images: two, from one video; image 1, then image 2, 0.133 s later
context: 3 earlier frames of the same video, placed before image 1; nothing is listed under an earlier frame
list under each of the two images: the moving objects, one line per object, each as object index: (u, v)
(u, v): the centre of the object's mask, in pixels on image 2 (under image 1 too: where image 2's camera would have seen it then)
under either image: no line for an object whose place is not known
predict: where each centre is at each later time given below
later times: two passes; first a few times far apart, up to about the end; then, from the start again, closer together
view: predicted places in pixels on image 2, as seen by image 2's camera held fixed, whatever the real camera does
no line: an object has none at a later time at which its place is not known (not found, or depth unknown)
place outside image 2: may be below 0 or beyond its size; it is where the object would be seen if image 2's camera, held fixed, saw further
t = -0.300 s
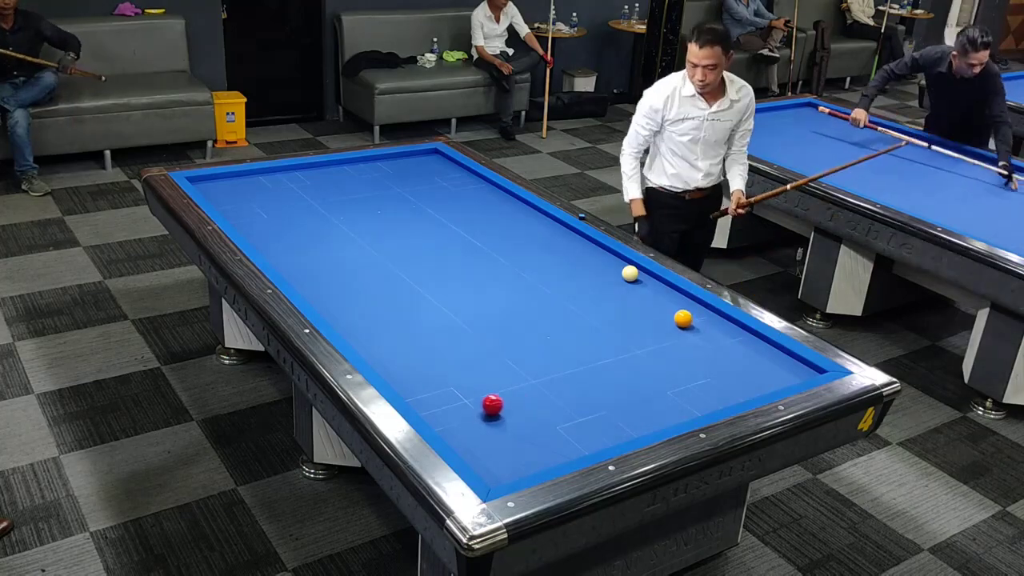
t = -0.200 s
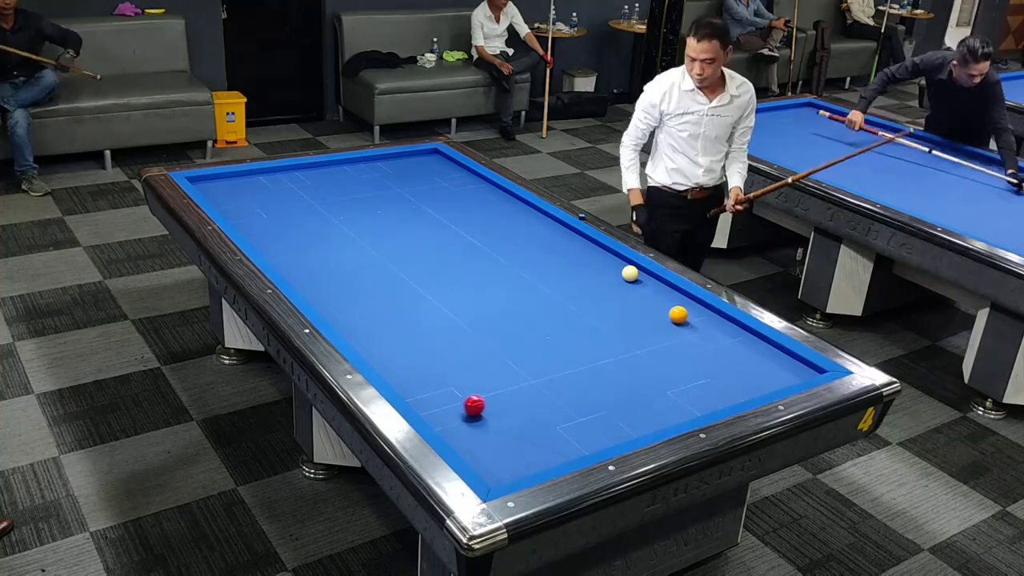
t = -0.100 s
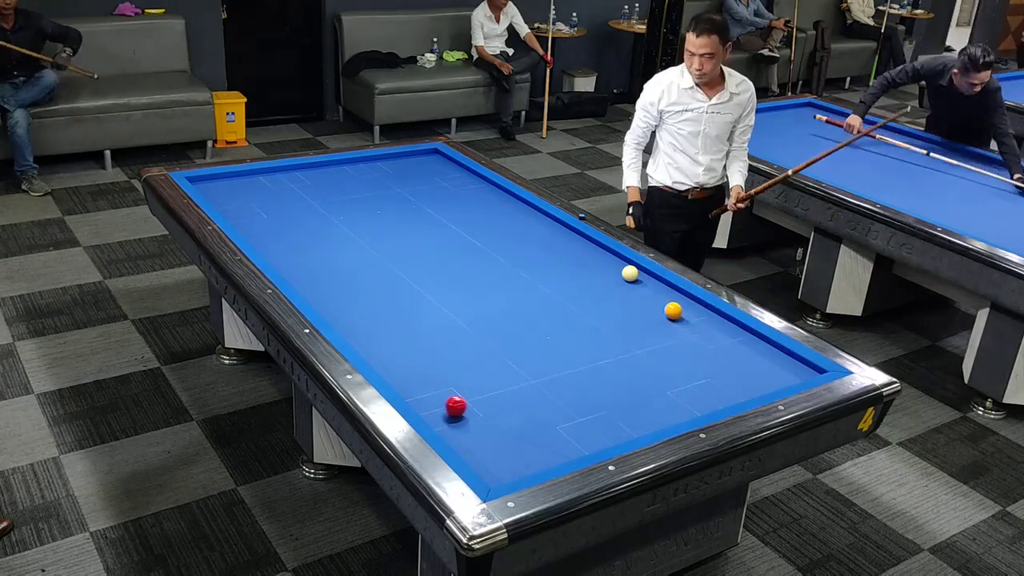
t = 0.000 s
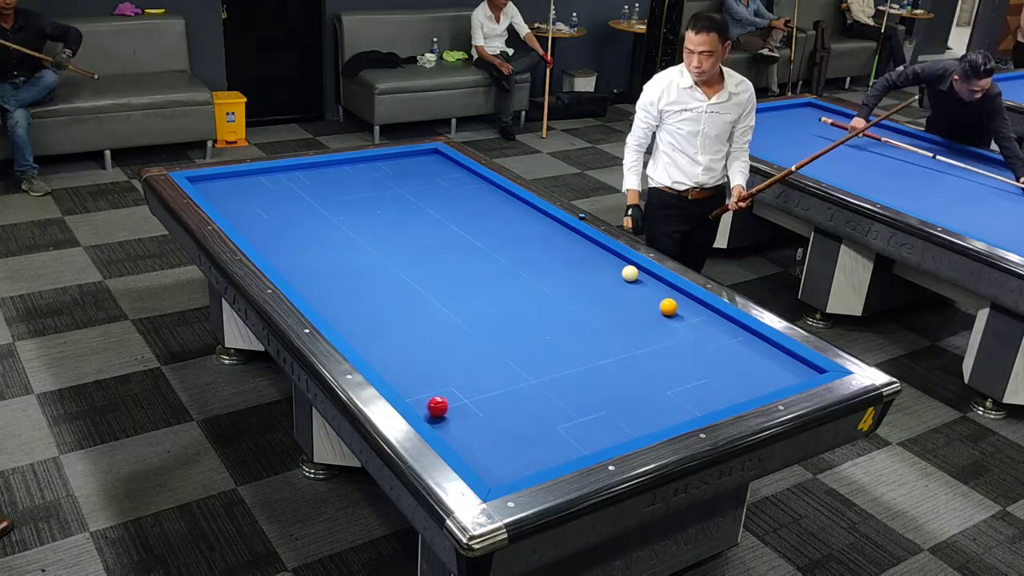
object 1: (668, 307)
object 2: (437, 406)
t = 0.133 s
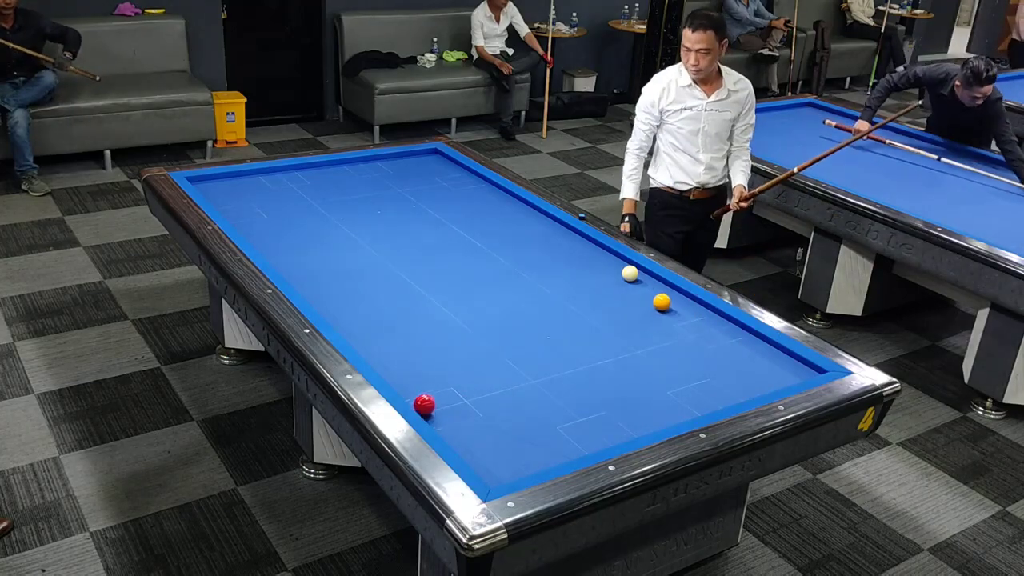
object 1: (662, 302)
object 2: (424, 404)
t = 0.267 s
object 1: (656, 298)
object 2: (432, 397)
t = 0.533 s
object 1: (644, 289)
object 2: (446, 384)
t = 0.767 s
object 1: (635, 282)
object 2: (457, 373)
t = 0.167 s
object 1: (660, 301)
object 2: (426, 403)
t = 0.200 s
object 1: (659, 300)
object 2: (429, 401)
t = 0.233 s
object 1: (657, 299)
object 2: (430, 399)
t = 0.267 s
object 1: (656, 298)
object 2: (432, 397)
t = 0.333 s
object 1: (653, 295)
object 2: (436, 394)
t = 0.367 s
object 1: (651, 294)
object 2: (437, 392)
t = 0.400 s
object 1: (650, 293)
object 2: (439, 390)
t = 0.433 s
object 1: (648, 292)
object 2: (441, 388)
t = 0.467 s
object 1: (647, 291)
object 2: (443, 387)
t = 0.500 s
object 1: (646, 290)
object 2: (444, 385)
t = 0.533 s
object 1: (644, 289)
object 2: (446, 384)
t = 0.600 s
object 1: (642, 287)
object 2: (449, 381)
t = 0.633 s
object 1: (640, 286)
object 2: (451, 379)
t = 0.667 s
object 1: (639, 285)
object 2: (452, 377)
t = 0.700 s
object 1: (638, 283)
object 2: (454, 375)
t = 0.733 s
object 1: (636, 283)
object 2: (455, 374)
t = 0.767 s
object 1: (635, 282)
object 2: (457, 373)
